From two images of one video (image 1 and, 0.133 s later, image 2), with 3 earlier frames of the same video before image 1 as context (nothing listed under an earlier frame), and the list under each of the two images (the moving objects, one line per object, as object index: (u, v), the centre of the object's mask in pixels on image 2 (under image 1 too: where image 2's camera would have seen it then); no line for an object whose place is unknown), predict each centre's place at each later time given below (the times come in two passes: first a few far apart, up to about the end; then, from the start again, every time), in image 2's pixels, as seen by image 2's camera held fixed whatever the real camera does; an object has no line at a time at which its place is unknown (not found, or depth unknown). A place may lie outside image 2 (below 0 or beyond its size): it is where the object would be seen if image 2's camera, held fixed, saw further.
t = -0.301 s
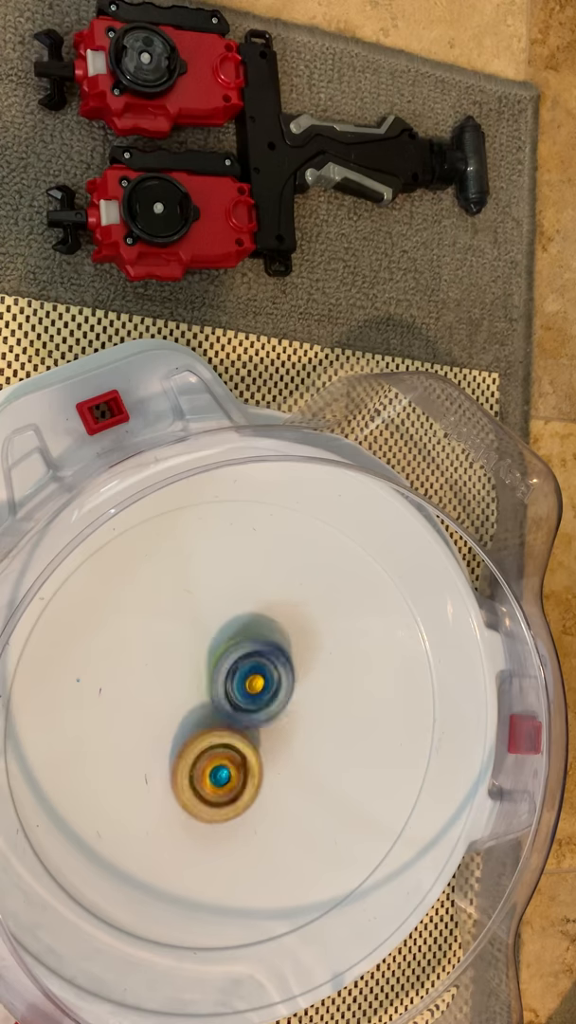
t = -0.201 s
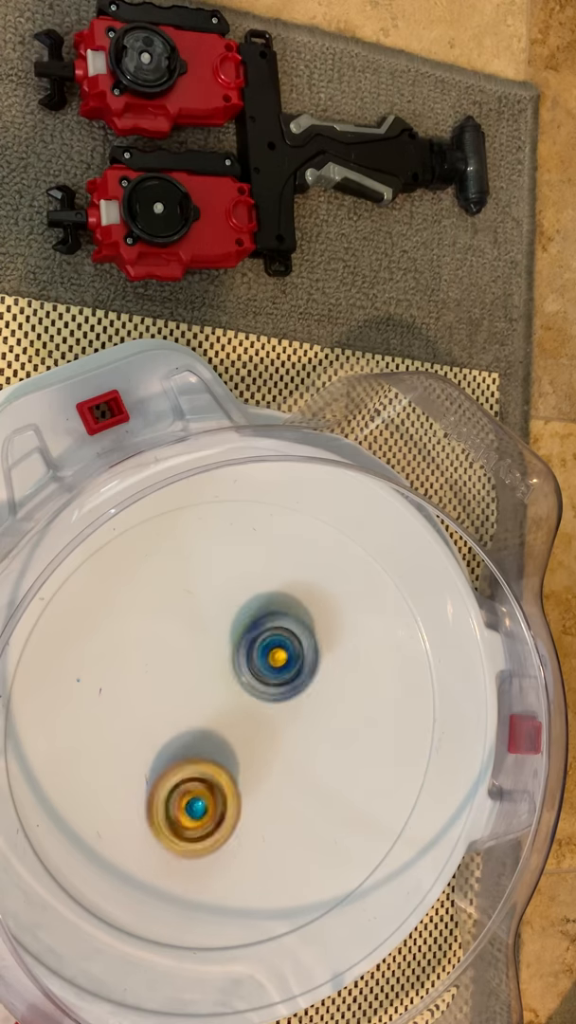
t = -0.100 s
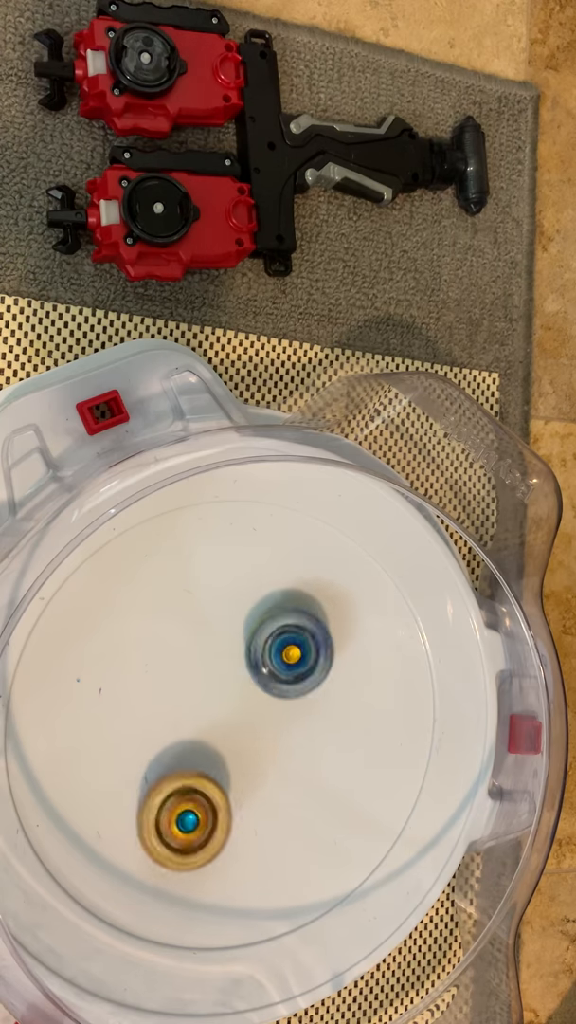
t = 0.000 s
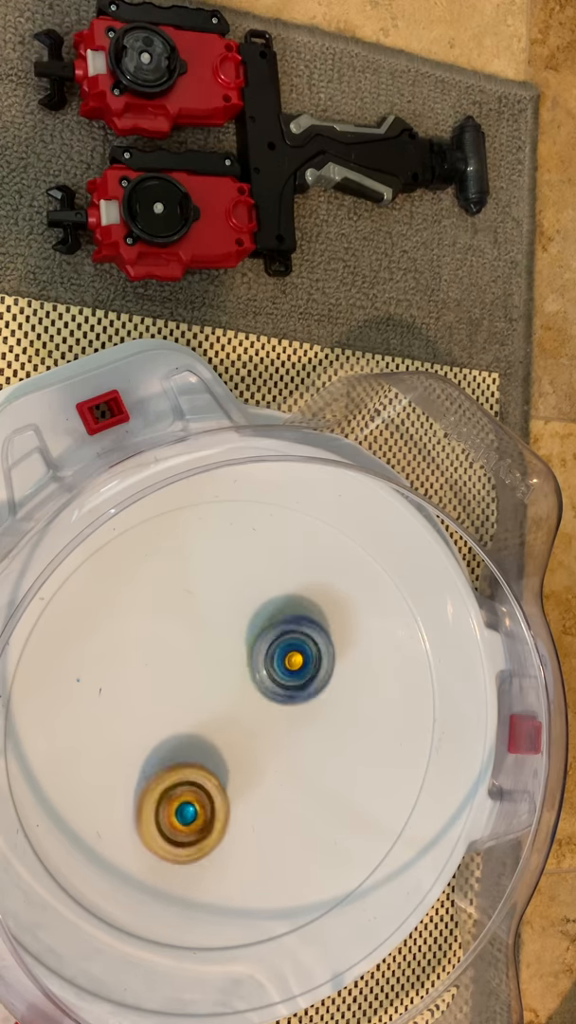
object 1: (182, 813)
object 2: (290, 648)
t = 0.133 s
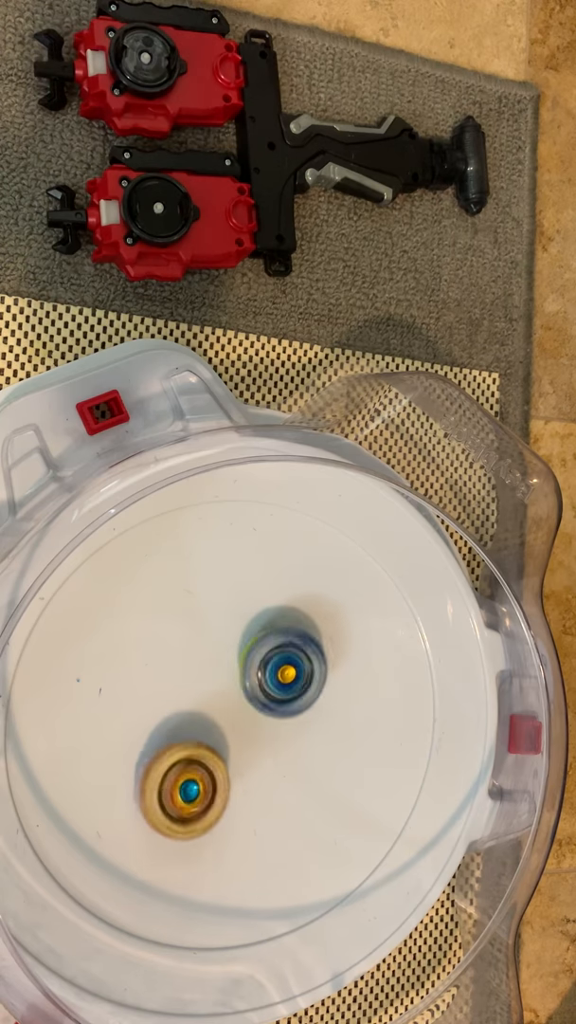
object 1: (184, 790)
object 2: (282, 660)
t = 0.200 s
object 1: (187, 774)
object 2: (275, 669)
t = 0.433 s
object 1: (157, 787)
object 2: (307, 644)
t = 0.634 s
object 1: (178, 771)
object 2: (306, 643)
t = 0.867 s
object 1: (205, 749)
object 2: (291, 649)
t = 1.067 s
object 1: (216, 772)
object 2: (289, 653)
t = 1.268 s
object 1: (227, 778)
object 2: (274, 663)
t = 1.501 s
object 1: (212, 791)
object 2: (272, 669)
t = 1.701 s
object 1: (198, 792)
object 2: (275, 670)
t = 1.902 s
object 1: (192, 759)
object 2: (266, 683)
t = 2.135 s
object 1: (187, 739)
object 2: (294, 676)
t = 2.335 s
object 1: (208, 712)
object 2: (297, 668)
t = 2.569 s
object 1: (220, 719)
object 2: (305, 669)
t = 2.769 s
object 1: (211, 738)
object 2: (304, 673)
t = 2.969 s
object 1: (197, 746)
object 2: (300, 678)
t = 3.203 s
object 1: (192, 728)
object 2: (282, 695)
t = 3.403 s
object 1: (192, 716)
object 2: (294, 715)
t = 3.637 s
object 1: (214, 707)
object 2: (303, 722)
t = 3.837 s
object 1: (211, 709)
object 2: (309, 720)
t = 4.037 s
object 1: (213, 710)
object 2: (298, 719)
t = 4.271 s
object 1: (199, 700)
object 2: (304, 725)
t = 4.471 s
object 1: (210, 691)
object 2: (288, 729)
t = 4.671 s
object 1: (221, 685)
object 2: (281, 747)
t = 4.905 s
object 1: (234, 689)
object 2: (286, 757)
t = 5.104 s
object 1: (235, 688)
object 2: (293, 757)
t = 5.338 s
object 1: (235, 680)
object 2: (285, 755)
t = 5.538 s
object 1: (235, 671)
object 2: (273, 756)
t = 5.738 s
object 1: (241, 664)
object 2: (264, 766)
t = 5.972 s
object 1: (250, 678)
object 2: (265, 767)
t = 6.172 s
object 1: (248, 678)
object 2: (257, 773)
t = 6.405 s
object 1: (245, 677)
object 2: (250, 774)
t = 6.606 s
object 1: (246, 676)
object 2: (243, 771)
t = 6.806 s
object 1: (248, 671)
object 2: (237, 776)
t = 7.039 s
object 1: (255, 676)
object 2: (244, 771)
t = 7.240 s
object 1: (261, 666)
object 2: (242, 773)
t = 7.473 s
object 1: (266, 665)
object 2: (240, 770)
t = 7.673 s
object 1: (272, 657)
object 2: (226, 780)
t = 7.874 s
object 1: (271, 655)
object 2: (218, 789)
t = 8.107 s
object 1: (256, 682)
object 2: (221, 772)
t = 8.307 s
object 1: (258, 680)
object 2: (208, 772)
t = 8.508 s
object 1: (261, 689)
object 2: (214, 770)
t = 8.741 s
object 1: (264, 684)
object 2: (217, 768)
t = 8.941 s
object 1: (271, 680)
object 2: (218, 765)
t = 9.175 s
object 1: (274, 686)
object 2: (211, 767)
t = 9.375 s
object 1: (273, 687)
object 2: (209, 770)
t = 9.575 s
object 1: (271, 685)
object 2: (212, 770)
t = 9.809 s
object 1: (274, 694)
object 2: (206, 763)
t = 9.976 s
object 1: (275, 703)
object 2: (204, 768)
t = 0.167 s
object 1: (186, 782)
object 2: (279, 665)
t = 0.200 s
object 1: (187, 774)
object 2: (275, 669)
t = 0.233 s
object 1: (189, 767)
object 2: (271, 674)
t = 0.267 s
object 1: (193, 758)
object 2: (268, 679)
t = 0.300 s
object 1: (186, 759)
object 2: (271, 674)
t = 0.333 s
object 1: (174, 768)
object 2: (286, 660)
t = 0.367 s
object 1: (164, 777)
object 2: (295, 652)
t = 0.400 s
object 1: (159, 784)
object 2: (301, 646)
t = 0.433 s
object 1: (157, 787)
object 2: (307, 644)
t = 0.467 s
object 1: (158, 789)
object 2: (310, 643)
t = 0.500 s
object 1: (160, 789)
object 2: (310, 643)
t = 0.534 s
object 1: (164, 787)
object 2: (311, 642)
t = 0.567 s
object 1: (169, 782)
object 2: (310, 642)
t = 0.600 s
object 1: (173, 777)
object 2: (307, 642)
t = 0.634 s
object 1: (178, 771)
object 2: (306, 643)
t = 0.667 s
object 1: (183, 766)
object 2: (303, 645)
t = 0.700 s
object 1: (190, 759)
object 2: (298, 646)
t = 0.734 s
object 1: (196, 752)
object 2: (294, 649)
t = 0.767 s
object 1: (202, 745)
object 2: (289, 653)
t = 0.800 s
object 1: (208, 739)
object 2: (284, 656)
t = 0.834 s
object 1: (208, 740)
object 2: (285, 655)
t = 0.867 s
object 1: (205, 749)
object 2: (291, 649)
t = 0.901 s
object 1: (203, 756)
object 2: (295, 645)
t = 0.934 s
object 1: (203, 762)
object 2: (297, 645)
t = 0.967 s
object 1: (205, 767)
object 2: (295, 646)
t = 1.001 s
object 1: (208, 771)
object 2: (295, 648)
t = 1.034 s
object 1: (212, 772)
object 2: (292, 651)
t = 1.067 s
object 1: (216, 772)
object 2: (289, 653)
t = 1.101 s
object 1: (220, 772)
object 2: (285, 657)
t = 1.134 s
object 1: (224, 771)
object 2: (281, 660)
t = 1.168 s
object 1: (228, 767)
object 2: (277, 665)
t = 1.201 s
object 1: (228, 769)
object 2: (274, 666)
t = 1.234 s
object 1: (227, 774)
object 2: (275, 662)
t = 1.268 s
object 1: (227, 778)
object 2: (274, 663)
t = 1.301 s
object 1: (228, 780)
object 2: (273, 663)
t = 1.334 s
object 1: (228, 780)
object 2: (273, 665)
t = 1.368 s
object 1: (227, 780)
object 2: (270, 668)
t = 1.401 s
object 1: (226, 780)
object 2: (269, 672)
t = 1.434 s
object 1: (226, 779)
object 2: (266, 678)
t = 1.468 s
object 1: (219, 783)
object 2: (268, 673)
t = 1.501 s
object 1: (212, 791)
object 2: (272, 669)
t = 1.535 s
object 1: (208, 796)
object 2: (274, 666)
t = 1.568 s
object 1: (206, 798)
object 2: (277, 665)
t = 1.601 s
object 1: (204, 798)
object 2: (277, 665)
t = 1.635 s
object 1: (201, 797)
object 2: (278, 666)
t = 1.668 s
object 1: (199, 796)
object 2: (276, 669)
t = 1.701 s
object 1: (198, 792)
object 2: (275, 670)
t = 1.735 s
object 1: (197, 787)
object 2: (274, 672)
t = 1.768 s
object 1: (195, 782)
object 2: (271, 673)
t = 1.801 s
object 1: (196, 776)
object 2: (269, 676)
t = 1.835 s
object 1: (196, 770)
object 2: (266, 679)
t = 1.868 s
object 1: (196, 762)
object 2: (264, 682)
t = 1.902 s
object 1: (192, 759)
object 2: (266, 683)
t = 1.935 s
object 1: (191, 754)
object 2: (270, 682)
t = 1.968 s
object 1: (191, 750)
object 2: (273, 684)
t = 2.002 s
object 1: (192, 744)
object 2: (274, 683)
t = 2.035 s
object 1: (189, 744)
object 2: (281, 680)
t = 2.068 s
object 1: (185, 742)
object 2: (287, 678)
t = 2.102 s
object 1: (185, 740)
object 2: (291, 677)
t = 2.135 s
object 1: (187, 739)
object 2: (294, 676)
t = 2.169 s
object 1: (191, 734)
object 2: (296, 674)
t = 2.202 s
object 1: (194, 728)
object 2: (296, 674)
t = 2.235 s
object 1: (198, 725)
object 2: (297, 671)
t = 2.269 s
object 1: (201, 719)
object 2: (297, 671)
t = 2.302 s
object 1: (206, 715)
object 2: (296, 670)
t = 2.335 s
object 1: (208, 712)
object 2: (297, 668)
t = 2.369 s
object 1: (211, 710)
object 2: (298, 667)
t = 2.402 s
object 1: (212, 710)
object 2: (299, 666)
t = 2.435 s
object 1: (212, 711)
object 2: (302, 666)
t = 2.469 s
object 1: (216, 713)
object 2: (302, 667)
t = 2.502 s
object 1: (217, 714)
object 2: (303, 668)
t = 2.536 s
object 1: (218, 717)
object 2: (305, 668)
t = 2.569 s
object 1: (220, 719)
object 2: (305, 669)
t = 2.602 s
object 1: (220, 721)
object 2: (305, 670)
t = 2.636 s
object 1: (219, 724)
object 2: (305, 672)
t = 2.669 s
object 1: (218, 727)
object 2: (304, 672)
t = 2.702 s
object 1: (219, 729)
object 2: (301, 674)
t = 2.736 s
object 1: (218, 730)
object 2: (299, 675)
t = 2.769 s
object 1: (211, 738)
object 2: (304, 673)
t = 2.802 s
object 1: (206, 741)
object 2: (306, 673)
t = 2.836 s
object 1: (203, 744)
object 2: (306, 674)
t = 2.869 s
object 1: (201, 747)
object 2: (306, 675)
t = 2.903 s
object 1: (199, 746)
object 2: (305, 676)
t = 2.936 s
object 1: (198, 746)
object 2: (303, 676)
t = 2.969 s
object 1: (197, 746)
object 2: (300, 678)
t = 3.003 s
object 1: (195, 743)
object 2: (298, 678)
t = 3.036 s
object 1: (194, 741)
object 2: (295, 680)
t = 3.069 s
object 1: (194, 738)
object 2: (291, 682)
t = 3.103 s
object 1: (194, 735)
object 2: (288, 685)
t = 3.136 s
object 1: (194, 734)
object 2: (284, 688)
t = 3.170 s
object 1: (195, 730)
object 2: (281, 691)
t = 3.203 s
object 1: (192, 728)
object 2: (282, 695)
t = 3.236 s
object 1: (190, 727)
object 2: (283, 698)
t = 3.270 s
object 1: (191, 724)
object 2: (283, 702)
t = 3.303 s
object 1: (192, 723)
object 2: (284, 706)
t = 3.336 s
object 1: (193, 722)
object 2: (286, 709)
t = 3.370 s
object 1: (192, 718)
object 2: (291, 712)
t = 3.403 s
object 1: (192, 716)
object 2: (294, 715)
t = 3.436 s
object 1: (193, 716)
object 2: (296, 718)
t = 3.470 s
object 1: (195, 713)
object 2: (299, 719)
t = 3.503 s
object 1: (197, 712)
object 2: (301, 720)
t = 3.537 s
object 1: (202, 710)
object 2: (302, 720)
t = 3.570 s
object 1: (205, 708)
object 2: (302, 721)
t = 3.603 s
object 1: (209, 708)
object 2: (302, 721)
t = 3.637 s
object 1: (214, 707)
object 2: (303, 722)
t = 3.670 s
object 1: (218, 707)
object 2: (303, 721)
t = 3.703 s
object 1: (214, 707)
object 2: (308, 722)
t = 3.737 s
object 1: (212, 706)
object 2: (311, 721)
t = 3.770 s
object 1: (210, 707)
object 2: (311, 721)
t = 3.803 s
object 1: (211, 708)
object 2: (311, 722)
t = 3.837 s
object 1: (211, 709)
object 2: (309, 720)
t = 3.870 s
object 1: (213, 710)
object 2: (307, 718)
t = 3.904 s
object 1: (216, 712)
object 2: (304, 717)
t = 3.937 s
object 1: (214, 711)
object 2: (305, 717)
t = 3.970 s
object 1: (212, 711)
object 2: (304, 718)
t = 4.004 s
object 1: (213, 710)
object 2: (301, 718)
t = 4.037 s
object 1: (213, 710)
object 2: (298, 719)
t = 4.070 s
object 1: (208, 708)
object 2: (303, 719)
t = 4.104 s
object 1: (201, 706)
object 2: (307, 722)
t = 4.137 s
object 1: (197, 706)
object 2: (309, 722)
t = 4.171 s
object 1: (196, 705)
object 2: (309, 724)
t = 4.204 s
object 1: (196, 703)
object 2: (308, 724)
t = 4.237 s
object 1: (197, 703)
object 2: (305, 726)
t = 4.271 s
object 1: (199, 700)
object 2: (304, 725)
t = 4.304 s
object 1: (200, 698)
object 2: (300, 726)
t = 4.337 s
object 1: (202, 696)
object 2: (299, 725)
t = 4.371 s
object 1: (204, 695)
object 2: (294, 725)
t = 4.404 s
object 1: (207, 694)
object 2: (292, 726)
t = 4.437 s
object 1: (210, 693)
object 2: (288, 726)
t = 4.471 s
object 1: (210, 691)
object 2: (288, 729)
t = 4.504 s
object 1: (213, 690)
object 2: (286, 731)
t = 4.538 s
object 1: (213, 687)
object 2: (284, 735)
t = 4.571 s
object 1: (214, 687)
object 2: (282, 738)
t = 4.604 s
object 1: (216, 686)
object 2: (282, 741)
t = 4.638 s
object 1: (218, 686)
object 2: (280, 743)
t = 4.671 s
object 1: (221, 685)
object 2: (281, 747)
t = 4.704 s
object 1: (221, 683)
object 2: (283, 750)
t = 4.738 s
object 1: (223, 684)
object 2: (282, 754)
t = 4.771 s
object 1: (224, 683)
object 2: (282, 755)
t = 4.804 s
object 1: (225, 685)
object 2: (282, 757)
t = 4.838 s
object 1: (229, 687)
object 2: (283, 756)
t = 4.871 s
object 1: (231, 688)
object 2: (284, 757)
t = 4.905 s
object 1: (234, 689)
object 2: (286, 757)
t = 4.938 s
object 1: (233, 684)
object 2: (289, 759)
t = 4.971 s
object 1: (232, 684)
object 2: (291, 761)
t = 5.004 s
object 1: (233, 684)
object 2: (292, 760)
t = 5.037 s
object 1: (232, 685)
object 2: (292, 760)
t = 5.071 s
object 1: (235, 687)
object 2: (293, 758)
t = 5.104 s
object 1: (235, 688)
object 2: (293, 757)
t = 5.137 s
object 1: (237, 692)
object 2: (293, 755)
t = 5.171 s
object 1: (238, 688)
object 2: (293, 757)
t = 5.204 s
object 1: (236, 684)
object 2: (294, 757)
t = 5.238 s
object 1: (236, 682)
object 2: (292, 757)
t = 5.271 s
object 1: (235, 680)
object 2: (290, 756)
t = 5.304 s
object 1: (235, 680)
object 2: (287, 757)
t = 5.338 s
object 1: (235, 680)
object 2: (285, 755)
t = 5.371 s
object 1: (237, 681)
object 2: (282, 754)
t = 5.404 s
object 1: (238, 680)
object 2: (280, 753)
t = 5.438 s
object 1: (238, 677)
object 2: (279, 754)
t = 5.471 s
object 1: (237, 673)
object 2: (278, 755)
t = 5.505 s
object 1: (235, 672)
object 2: (275, 755)
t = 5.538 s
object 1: (235, 671)
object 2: (273, 756)
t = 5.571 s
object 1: (236, 673)
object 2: (272, 755)
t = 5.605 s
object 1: (238, 674)
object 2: (269, 757)
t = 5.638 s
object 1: (239, 673)
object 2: (267, 759)
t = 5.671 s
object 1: (239, 669)
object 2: (266, 763)
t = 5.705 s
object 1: (239, 664)
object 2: (265, 765)
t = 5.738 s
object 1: (241, 664)
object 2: (264, 766)
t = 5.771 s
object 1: (242, 663)
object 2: (264, 768)
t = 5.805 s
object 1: (243, 665)
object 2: (263, 768)
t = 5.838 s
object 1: (244, 665)
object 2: (264, 769)
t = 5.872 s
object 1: (246, 670)
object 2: (264, 768)
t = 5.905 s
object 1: (248, 671)
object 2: (265, 768)
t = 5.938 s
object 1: (248, 675)
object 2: (265, 767)
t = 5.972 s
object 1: (250, 678)
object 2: (265, 767)
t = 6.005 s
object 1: (250, 681)
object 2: (265, 768)
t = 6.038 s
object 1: (251, 680)
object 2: (264, 770)
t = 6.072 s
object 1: (250, 682)
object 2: (262, 770)
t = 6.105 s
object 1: (250, 683)
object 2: (260, 772)
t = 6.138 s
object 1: (248, 683)
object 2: (259, 771)
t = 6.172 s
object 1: (248, 678)
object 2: (257, 773)
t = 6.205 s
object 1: (247, 676)
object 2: (256, 777)
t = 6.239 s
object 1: (246, 673)
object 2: (254, 777)
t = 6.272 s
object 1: (245, 673)
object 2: (253, 778)
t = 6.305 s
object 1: (245, 672)
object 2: (253, 777)
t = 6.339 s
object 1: (244, 674)
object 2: (252, 777)
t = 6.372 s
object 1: (245, 675)
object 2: (253, 775)
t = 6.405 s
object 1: (245, 677)
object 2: (250, 774)
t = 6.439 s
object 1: (246, 679)
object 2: (250, 773)
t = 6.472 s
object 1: (246, 680)
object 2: (249, 771)
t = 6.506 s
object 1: (247, 681)
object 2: (249, 771)
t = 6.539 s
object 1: (247, 678)
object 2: (248, 772)
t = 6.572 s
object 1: (247, 676)
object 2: (245, 772)
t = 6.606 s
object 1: (246, 676)
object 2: (243, 771)
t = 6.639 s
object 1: (245, 677)
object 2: (240, 771)
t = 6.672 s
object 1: (244, 679)
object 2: (240, 770)
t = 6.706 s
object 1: (246, 678)
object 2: (238, 770)
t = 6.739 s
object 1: (246, 680)
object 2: (237, 770)
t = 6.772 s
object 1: (248, 674)
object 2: (237, 772)
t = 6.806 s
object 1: (248, 671)
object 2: (237, 776)
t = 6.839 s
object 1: (248, 668)
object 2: (237, 776)
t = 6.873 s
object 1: (249, 669)
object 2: (237, 777)
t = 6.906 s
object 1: (250, 669)
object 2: (237, 777)
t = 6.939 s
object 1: (251, 671)
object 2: (238, 777)
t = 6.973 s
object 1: (253, 671)
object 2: (240, 775)
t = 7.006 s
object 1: (254, 674)
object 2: (242, 773)
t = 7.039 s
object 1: (255, 676)
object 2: (244, 771)
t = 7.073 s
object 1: (256, 680)
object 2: (245, 771)
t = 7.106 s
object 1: (258, 677)
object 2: (246, 773)
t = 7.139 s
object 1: (259, 677)
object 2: (244, 770)
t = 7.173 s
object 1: (259, 678)
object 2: (242, 768)
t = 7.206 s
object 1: (260, 673)
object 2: (242, 769)
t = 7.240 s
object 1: (261, 666)
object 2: (242, 773)
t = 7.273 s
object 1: (263, 661)
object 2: (241, 779)
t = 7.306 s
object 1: (263, 660)
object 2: (240, 773)
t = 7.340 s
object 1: (264, 659)
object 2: (239, 773)
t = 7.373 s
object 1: (264, 660)
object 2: (240, 773)
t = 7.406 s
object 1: (265, 660)
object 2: (240, 772)
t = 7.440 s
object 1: (266, 663)
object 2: (240, 773)
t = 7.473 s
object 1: (266, 665)
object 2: (240, 770)
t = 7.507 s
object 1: (267, 668)
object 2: (238, 768)
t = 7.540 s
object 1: (265, 671)
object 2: (238, 767)
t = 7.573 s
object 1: (264, 674)
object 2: (236, 763)
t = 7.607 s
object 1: (263, 675)
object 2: (235, 764)
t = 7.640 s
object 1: (270, 667)
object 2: (232, 771)
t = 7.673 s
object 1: (272, 657)
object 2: (226, 780)
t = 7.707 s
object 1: (275, 652)
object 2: (222, 788)
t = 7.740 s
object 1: (275, 650)
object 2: (221, 790)
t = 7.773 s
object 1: (274, 650)
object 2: (219, 790)
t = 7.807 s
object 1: (273, 651)
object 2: (218, 786)
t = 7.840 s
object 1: (271, 653)
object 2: (217, 785)
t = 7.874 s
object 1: (271, 655)
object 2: (218, 789)
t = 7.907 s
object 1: (270, 659)
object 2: (219, 788)
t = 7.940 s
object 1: (268, 662)
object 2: (221, 786)
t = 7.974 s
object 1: (267, 666)
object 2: (222, 775)
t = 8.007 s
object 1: (264, 672)
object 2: (222, 776)
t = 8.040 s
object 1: (262, 675)
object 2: (223, 772)
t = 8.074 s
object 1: (258, 681)
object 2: (222, 771)
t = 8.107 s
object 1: (256, 682)
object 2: (221, 772)
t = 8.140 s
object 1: (257, 682)
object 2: (219, 772)
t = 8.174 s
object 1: (255, 685)
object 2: (217, 770)
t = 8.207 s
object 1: (258, 682)
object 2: (215, 773)
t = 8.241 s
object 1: (258, 680)
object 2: (212, 775)
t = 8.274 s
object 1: (257, 681)
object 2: (209, 775)
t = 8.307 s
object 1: (258, 680)
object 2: (208, 772)
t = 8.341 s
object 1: (258, 681)
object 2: (209, 773)
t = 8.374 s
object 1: (259, 680)
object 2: (210, 774)
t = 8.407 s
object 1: (261, 682)
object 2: (211, 774)
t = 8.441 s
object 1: (260, 684)
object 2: (211, 773)
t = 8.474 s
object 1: (261, 686)
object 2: (212, 771)
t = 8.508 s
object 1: (261, 689)
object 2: (214, 770)
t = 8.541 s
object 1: (262, 690)
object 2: (216, 775)
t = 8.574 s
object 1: (263, 690)
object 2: (217, 772)
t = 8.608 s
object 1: (266, 687)
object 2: (217, 773)
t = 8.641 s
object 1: (266, 686)
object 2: (218, 775)
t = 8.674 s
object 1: (267, 685)
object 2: (220, 775)
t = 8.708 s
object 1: (265, 686)
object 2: (218, 769)
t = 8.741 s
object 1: (264, 684)
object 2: (217, 768)
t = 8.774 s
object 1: (265, 686)
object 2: (218, 767)
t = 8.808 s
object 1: (269, 682)
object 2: (218, 771)
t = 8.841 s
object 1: (271, 679)
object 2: (217, 769)
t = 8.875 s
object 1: (271, 679)
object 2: (218, 772)
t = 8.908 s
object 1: (271, 681)
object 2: (219, 771)
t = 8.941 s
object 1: (271, 680)
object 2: (218, 765)
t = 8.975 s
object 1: (271, 680)
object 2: (216, 764)
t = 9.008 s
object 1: (271, 683)
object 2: (218, 763)
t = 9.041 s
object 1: (270, 685)
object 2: (218, 762)
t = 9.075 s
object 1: (270, 686)
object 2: (217, 766)
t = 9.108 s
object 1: (271, 686)
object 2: (216, 759)
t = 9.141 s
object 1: (273, 685)
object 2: (214, 763)
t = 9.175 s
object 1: (274, 686)
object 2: (211, 767)
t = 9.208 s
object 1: (272, 690)
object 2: (210, 765)
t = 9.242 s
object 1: (270, 691)
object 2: (211, 765)
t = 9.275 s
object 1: (269, 690)
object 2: (210, 765)
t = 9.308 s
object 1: (269, 691)
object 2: (209, 767)
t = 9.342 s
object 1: (271, 687)
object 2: (209, 766)
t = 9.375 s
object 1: (273, 687)
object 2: (209, 770)
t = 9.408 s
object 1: (271, 691)
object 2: (210, 770)
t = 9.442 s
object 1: (268, 691)
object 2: (211, 766)
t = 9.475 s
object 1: (267, 689)
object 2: (211, 764)
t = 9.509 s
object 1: (266, 688)
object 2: (210, 765)
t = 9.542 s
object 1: (269, 685)
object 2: (211, 769)
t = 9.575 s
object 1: (271, 685)
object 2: (212, 770)
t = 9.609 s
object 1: (271, 690)
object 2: (212, 764)
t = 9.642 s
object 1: (271, 687)
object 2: (211, 769)
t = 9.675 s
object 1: (275, 686)
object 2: (207, 771)
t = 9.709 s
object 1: (277, 686)
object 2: (205, 775)
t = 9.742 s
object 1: (275, 689)
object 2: (207, 766)
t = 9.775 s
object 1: (275, 691)
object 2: (207, 766)
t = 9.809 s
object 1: (274, 694)
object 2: (206, 763)
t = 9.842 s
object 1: (272, 697)
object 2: (207, 762)
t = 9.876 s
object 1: (271, 697)
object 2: (206, 763)
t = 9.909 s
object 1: (272, 702)
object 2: (207, 766)
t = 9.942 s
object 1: (274, 703)
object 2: (205, 768)
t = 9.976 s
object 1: (275, 703)
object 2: (204, 768)
